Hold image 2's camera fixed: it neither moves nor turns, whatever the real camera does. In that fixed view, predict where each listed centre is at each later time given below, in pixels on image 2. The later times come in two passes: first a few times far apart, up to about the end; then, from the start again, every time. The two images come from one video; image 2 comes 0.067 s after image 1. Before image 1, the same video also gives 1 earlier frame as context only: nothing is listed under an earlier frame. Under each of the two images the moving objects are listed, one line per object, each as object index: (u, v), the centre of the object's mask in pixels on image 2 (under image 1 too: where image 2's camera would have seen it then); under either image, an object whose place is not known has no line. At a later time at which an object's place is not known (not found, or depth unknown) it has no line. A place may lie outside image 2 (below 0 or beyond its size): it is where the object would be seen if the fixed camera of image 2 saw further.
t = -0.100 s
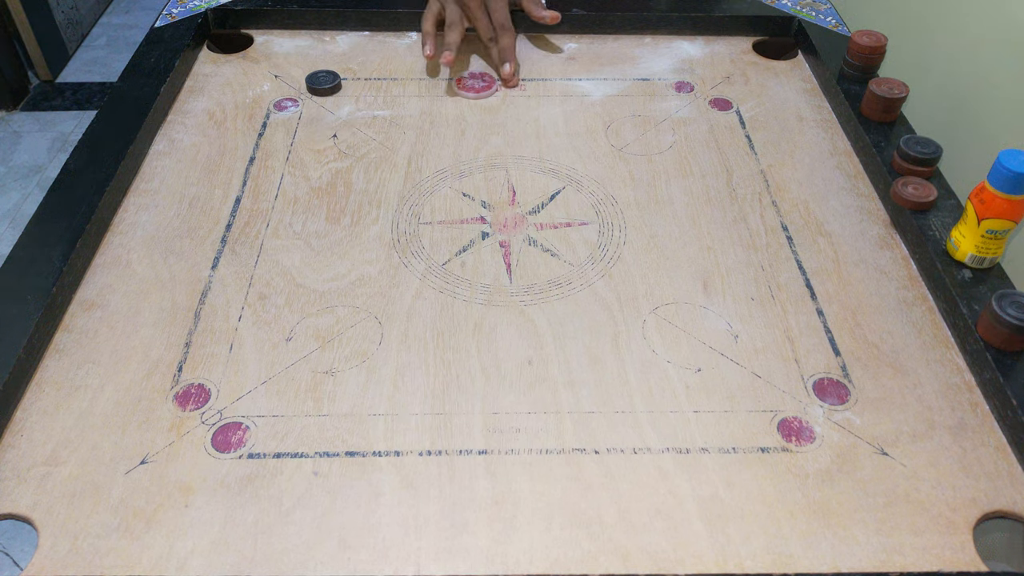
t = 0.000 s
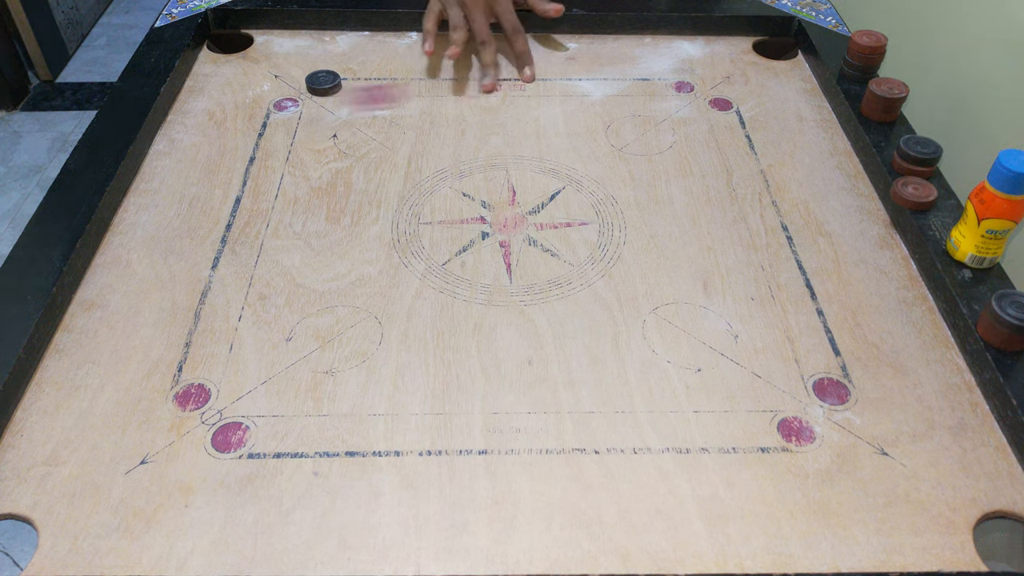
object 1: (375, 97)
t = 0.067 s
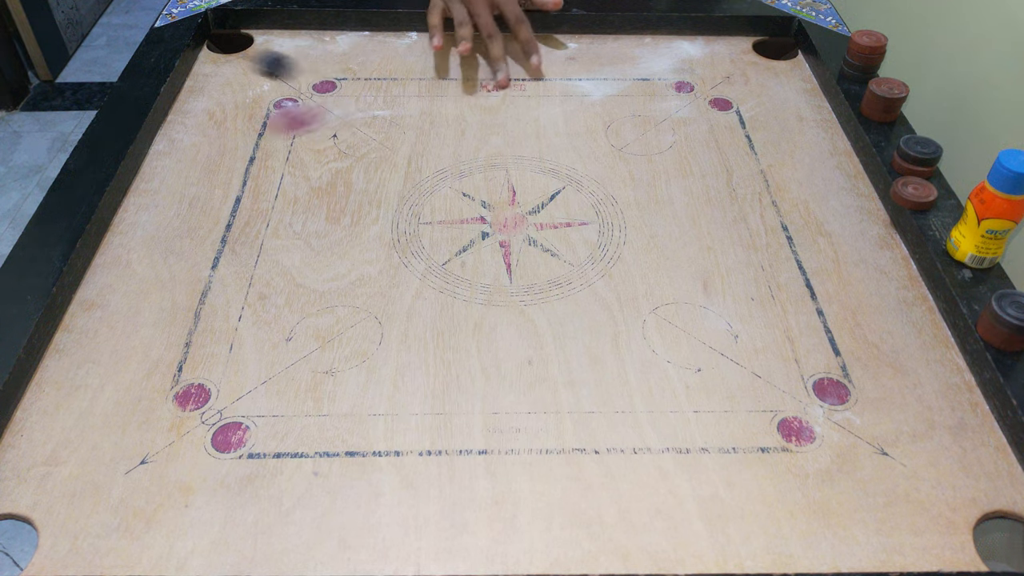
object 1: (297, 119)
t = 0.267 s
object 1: (205, 197)
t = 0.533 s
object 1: (341, 288)
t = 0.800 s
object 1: (434, 338)
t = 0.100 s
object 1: (257, 135)
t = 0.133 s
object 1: (220, 147)
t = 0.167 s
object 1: (183, 160)
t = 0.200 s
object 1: (169, 173)
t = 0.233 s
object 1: (187, 186)
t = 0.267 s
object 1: (205, 197)
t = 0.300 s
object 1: (222, 211)
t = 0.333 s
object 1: (241, 223)
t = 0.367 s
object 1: (260, 235)
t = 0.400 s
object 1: (276, 248)
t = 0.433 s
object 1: (292, 259)
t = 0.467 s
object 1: (309, 269)
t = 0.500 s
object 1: (325, 279)
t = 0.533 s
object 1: (341, 288)
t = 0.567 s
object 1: (354, 297)
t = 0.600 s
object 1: (367, 305)
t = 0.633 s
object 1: (380, 313)
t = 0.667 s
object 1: (393, 320)
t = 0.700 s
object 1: (405, 326)
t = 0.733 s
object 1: (415, 332)
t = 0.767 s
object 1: (425, 335)
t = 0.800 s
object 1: (434, 338)
